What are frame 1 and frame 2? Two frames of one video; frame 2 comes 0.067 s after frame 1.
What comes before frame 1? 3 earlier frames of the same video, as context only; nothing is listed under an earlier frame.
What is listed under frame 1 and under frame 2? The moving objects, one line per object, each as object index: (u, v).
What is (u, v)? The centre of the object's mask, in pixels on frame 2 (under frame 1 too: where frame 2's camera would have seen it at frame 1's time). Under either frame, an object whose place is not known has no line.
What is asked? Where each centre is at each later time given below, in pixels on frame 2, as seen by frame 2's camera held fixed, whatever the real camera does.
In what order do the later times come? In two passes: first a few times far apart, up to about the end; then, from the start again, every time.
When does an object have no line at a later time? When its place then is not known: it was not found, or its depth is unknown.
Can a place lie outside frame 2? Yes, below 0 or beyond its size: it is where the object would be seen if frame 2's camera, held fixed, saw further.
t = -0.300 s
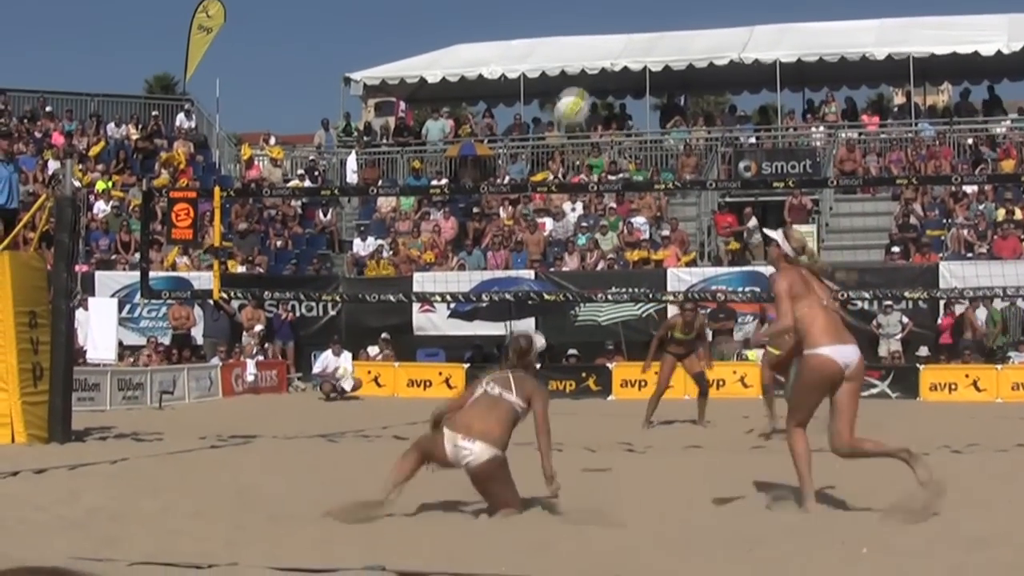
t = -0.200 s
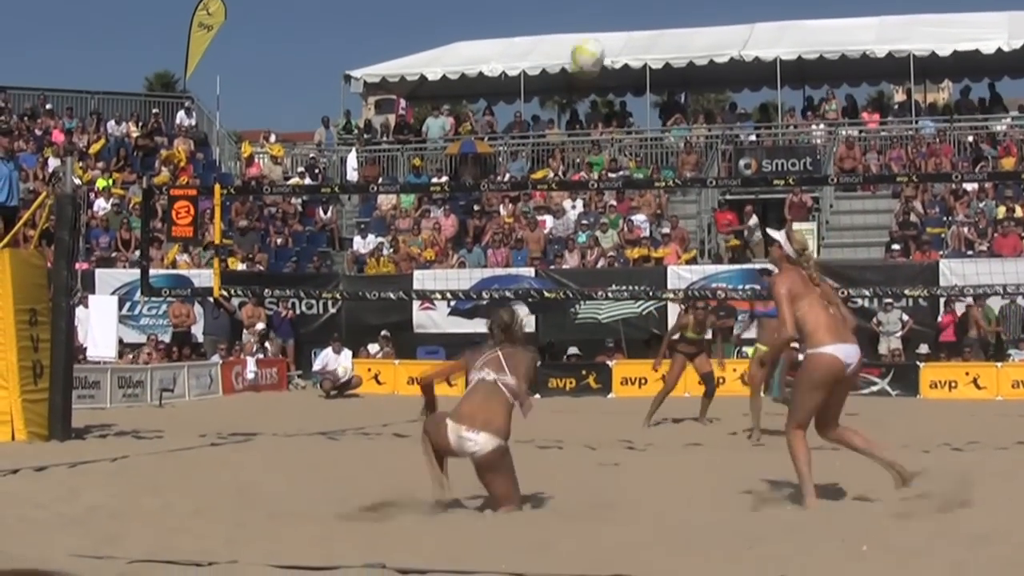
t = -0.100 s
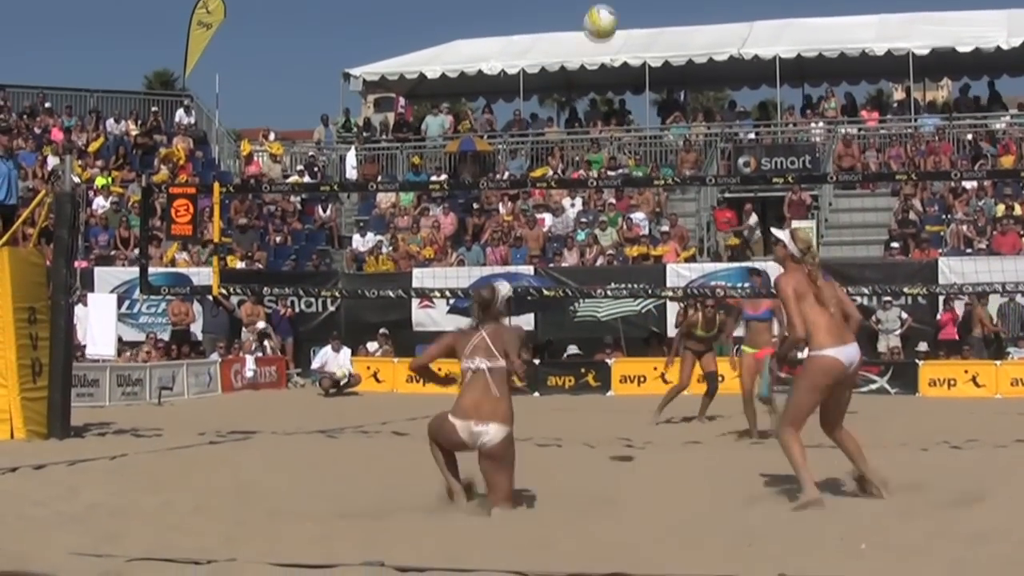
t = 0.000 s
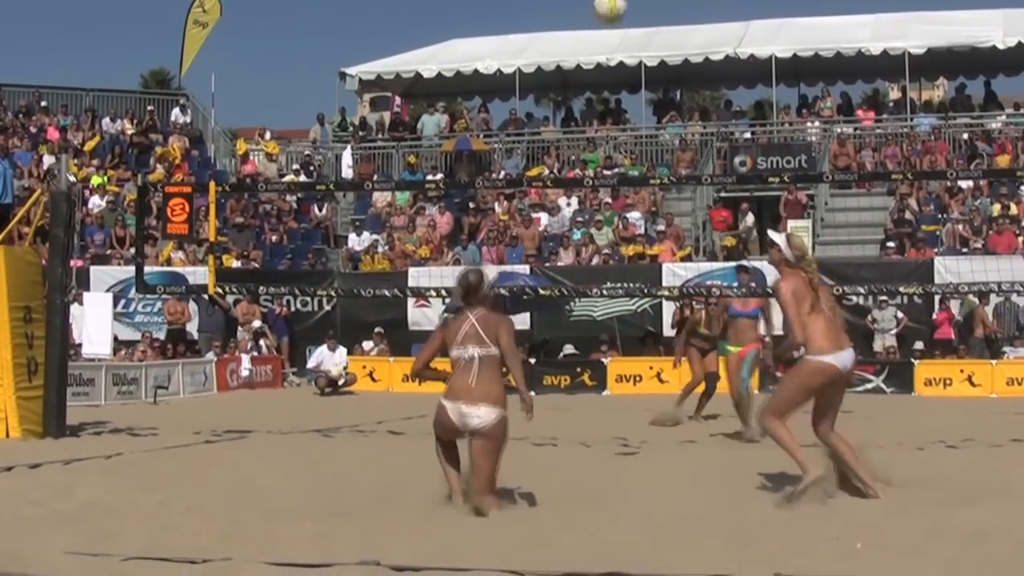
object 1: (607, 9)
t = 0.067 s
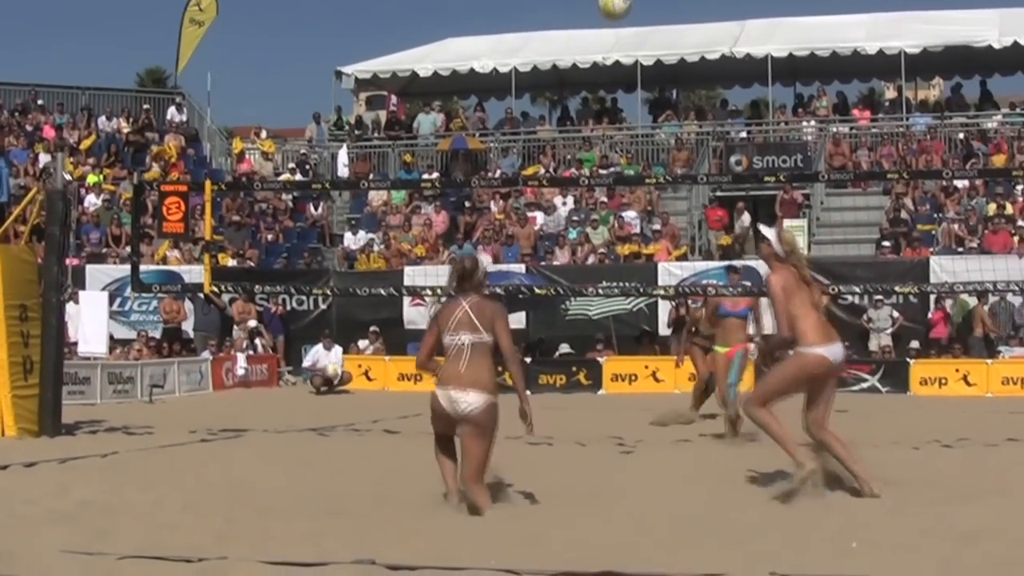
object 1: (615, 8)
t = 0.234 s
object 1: (636, 24)
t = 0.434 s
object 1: (663, 102)
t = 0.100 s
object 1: (619, 9)
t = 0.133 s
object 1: (623, 11)
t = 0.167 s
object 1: (627, 13)
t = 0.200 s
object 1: (632, 17)
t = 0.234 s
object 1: (636, 24)
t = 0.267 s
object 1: (640, 33)
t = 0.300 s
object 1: (645, 45)
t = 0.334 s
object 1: (650, 58)
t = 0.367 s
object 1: (654, 72)
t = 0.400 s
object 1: (658, 88)
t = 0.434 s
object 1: (663, 102)
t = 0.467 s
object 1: (667, 122)
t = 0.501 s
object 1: (671, 141)
